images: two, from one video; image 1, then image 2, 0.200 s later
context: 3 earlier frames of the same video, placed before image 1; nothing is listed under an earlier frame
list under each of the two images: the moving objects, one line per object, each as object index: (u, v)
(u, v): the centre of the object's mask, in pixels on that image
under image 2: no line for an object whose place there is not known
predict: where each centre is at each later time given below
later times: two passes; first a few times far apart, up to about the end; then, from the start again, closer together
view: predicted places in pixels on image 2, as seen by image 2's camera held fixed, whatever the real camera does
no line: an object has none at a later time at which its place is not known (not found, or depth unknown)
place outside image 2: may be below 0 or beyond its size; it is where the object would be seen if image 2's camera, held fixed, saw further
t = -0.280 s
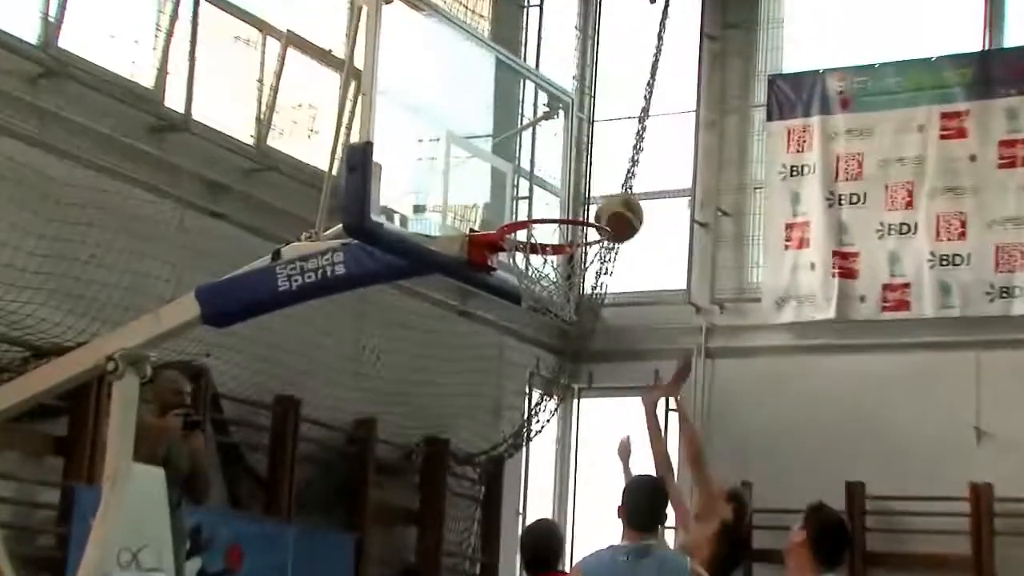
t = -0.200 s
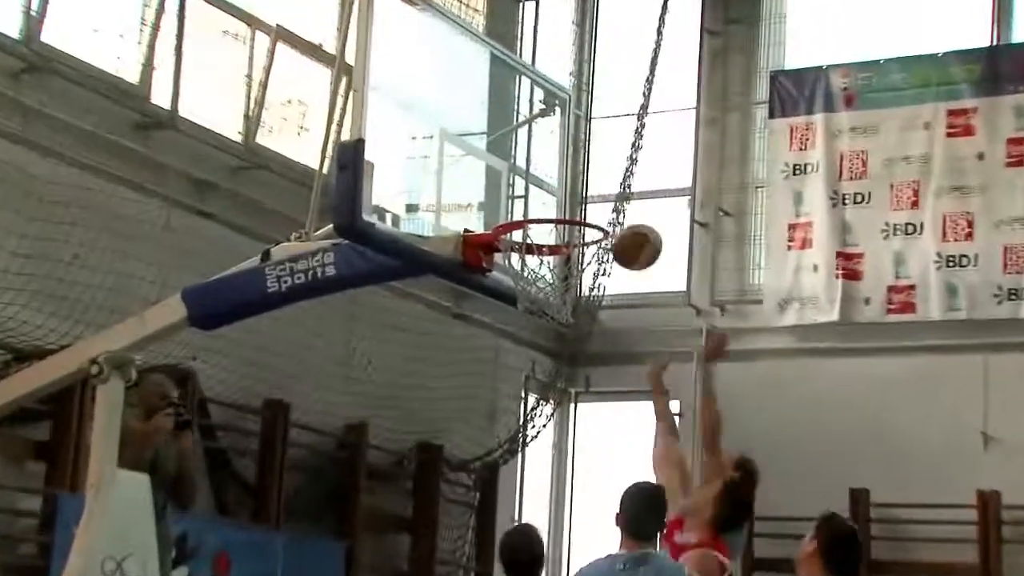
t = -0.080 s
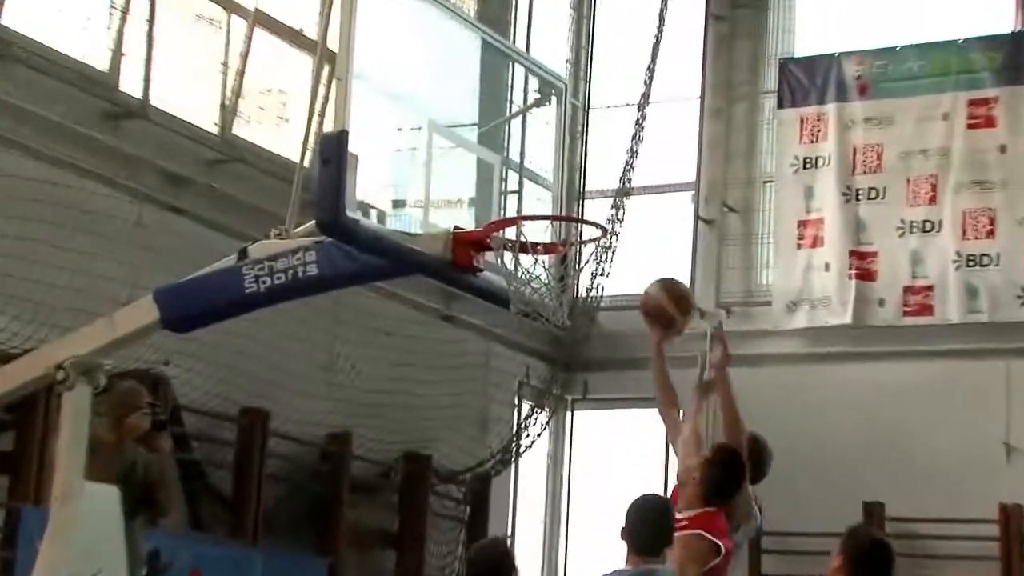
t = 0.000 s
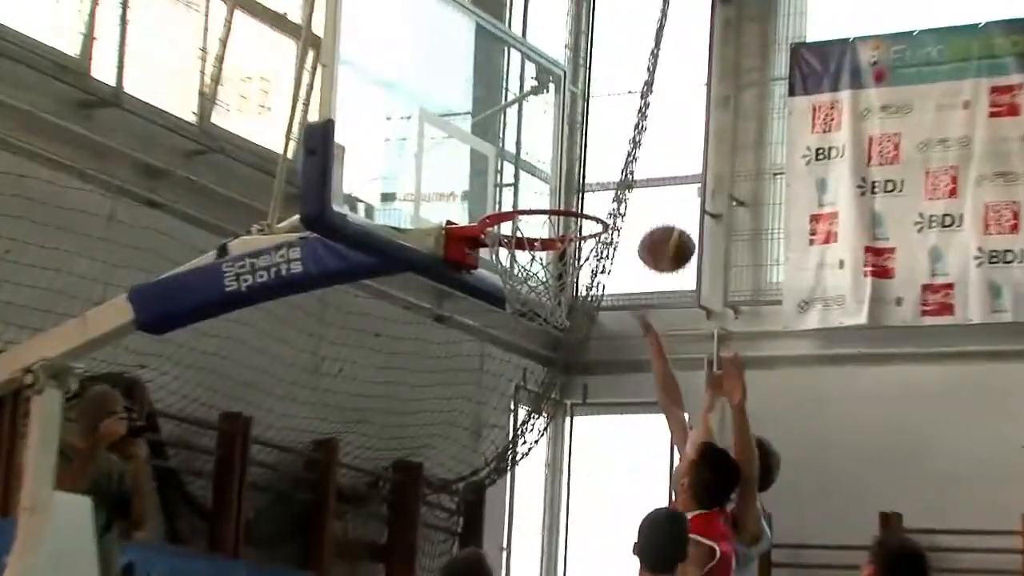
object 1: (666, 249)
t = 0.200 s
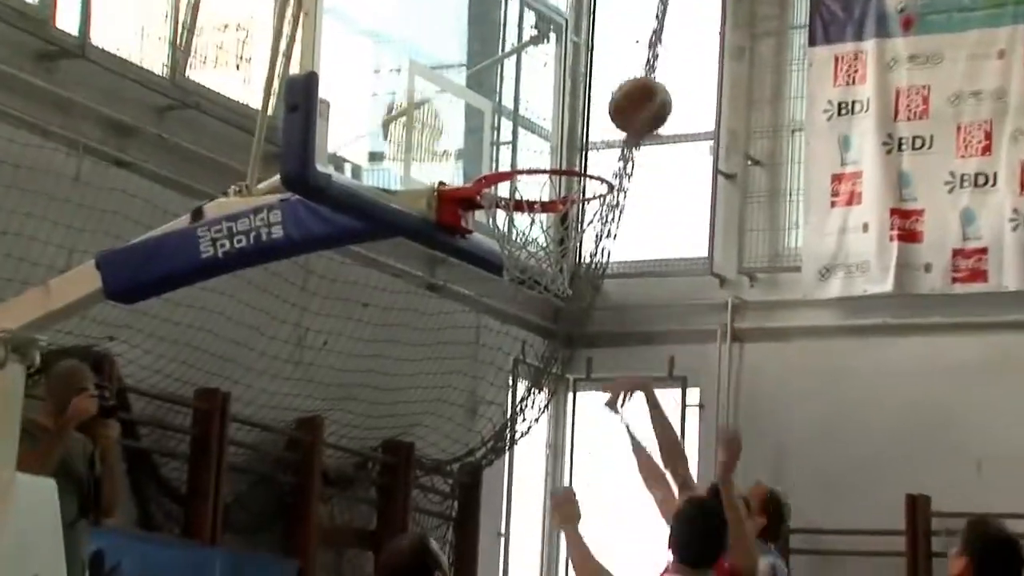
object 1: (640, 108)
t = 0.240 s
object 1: (632, 98)
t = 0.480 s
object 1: (577, 130)
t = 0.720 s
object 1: (518, 290)
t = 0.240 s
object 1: (632, 98)
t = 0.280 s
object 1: (623, 92)
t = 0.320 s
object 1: (615, 91)
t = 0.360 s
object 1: (606, 94)
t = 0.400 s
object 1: (597, 101)
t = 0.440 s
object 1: (587, 114)
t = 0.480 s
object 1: (577, 130)
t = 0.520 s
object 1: (567, 149)
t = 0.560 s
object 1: (557, 175)
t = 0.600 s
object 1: (547, 205)
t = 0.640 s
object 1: (535, 236)
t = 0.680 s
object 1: (527, 264)
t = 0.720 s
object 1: (518, 290)
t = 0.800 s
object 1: (505, 360)
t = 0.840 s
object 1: (498, 403)
